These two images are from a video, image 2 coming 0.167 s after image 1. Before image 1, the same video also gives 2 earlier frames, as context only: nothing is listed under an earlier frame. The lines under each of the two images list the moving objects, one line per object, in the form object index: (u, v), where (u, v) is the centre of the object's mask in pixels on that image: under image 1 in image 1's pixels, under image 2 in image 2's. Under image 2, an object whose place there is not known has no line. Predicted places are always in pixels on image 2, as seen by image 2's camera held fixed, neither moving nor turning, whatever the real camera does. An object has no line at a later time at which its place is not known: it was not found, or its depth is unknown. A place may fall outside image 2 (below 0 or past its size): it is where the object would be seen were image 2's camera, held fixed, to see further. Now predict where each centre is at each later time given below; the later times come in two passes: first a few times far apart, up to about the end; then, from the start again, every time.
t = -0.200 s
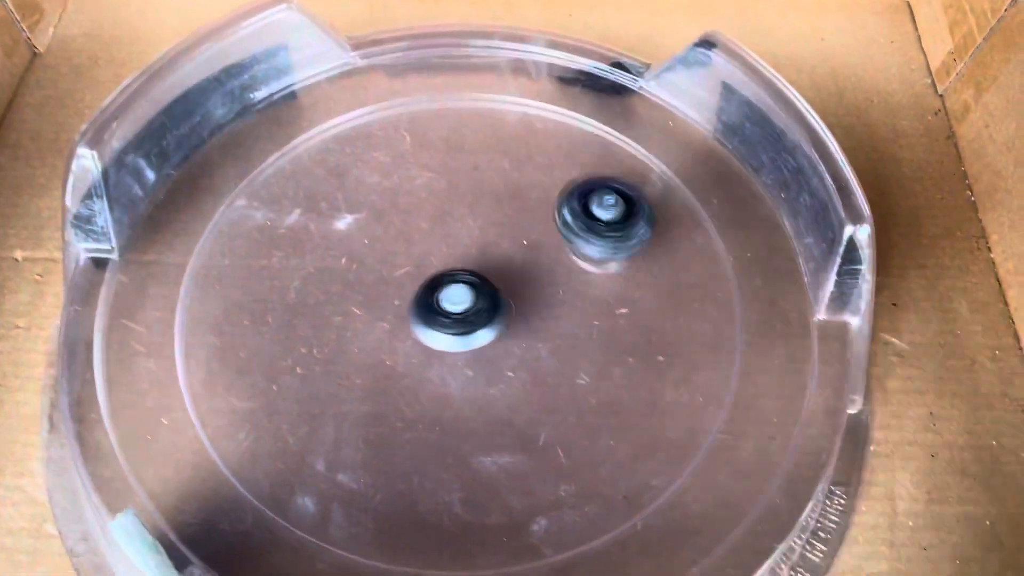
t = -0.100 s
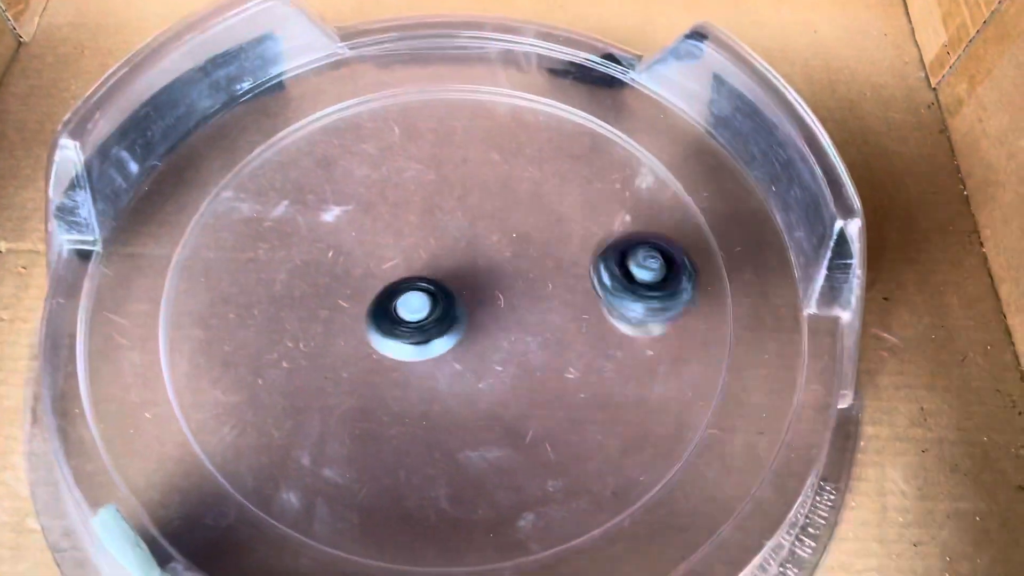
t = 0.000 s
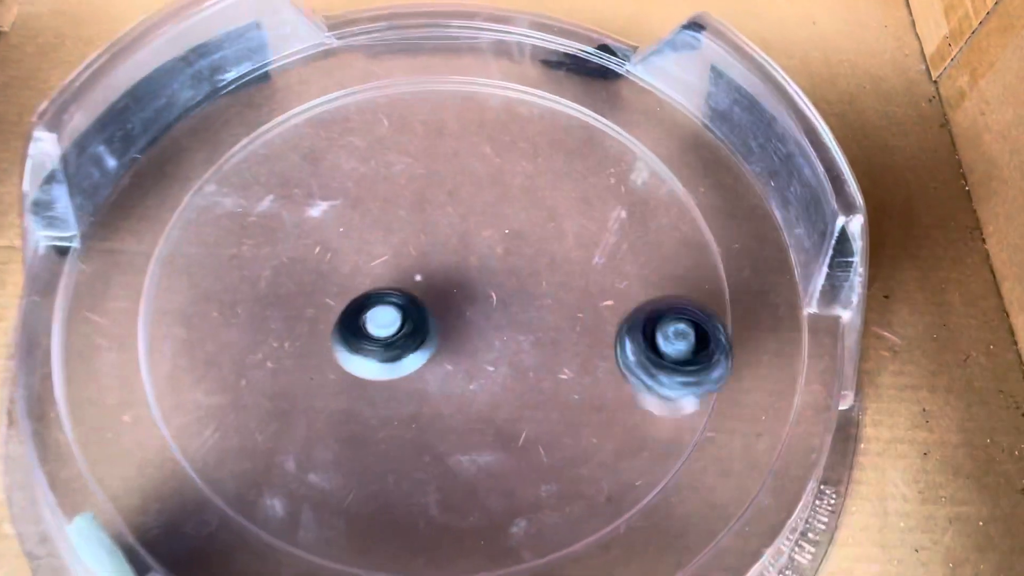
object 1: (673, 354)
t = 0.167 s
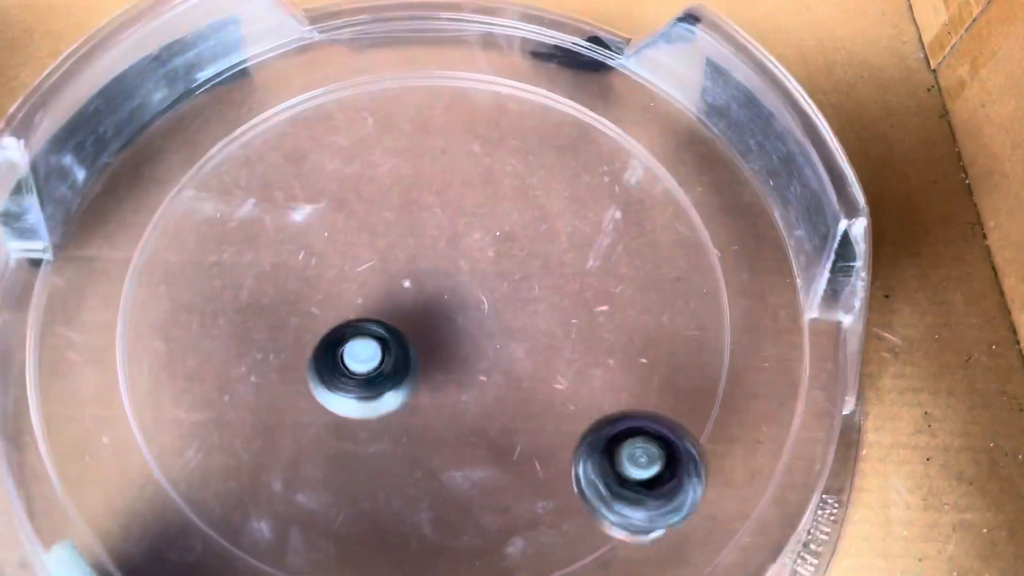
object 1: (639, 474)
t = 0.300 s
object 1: (545, 494)
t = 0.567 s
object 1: (357, 388)
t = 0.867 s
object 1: (299, 217)
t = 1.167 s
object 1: (343, 153)
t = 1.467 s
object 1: (335, 274)
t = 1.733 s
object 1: (437, 414)
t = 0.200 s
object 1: (616, 482)
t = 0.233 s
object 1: (595, 490)
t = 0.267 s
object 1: (571, 495)
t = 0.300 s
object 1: (545, 494)
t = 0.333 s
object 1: (517, 487)
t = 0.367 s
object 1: (488, 475)
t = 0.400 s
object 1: (462, 462)
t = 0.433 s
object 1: (438, 444)
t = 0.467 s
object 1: (414, 427)
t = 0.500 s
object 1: (390, 420)
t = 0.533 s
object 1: (371, 408)
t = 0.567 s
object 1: (357, 388)
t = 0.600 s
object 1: (341, 369)
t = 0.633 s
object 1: (330, 349)
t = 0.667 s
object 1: (322, 326)
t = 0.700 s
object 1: (314, 304)
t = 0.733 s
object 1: (306, 287)
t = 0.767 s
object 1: (296, 271)
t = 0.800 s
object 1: (296, 253)
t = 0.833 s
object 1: (297, 235)
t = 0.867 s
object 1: (299, 217)
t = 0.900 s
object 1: (300, 203)
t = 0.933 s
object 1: (300, 195)
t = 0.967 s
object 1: (304, 187)
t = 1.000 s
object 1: (312, 176)
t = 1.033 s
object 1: (322, 164)
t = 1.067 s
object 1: (330, 156)
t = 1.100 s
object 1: (336, 152)
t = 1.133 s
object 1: (341, 150)
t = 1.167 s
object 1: (343, 153)
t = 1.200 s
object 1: (346, 158)
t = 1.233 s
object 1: (344, 168)
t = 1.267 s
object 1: (341, 180)
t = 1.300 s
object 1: (336, 194)
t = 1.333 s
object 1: (332, 208)
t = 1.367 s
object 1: (331, 222)
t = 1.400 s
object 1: (330, 239)
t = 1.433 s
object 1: (331, 257)
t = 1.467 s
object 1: (335, 274)
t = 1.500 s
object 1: (340, 294)
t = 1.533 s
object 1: (349, 312)
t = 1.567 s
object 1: (359, 332)
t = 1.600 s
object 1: (370, 350)
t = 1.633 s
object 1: (385, 368)
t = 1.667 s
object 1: (401, 385)
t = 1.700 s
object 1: (417, 402)
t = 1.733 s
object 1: (437, 414)
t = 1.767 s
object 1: (456, 427)
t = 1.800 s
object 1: (475, 437)
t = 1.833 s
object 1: (495, 444)
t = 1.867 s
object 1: (515, 449)
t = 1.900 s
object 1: (533, 452)
